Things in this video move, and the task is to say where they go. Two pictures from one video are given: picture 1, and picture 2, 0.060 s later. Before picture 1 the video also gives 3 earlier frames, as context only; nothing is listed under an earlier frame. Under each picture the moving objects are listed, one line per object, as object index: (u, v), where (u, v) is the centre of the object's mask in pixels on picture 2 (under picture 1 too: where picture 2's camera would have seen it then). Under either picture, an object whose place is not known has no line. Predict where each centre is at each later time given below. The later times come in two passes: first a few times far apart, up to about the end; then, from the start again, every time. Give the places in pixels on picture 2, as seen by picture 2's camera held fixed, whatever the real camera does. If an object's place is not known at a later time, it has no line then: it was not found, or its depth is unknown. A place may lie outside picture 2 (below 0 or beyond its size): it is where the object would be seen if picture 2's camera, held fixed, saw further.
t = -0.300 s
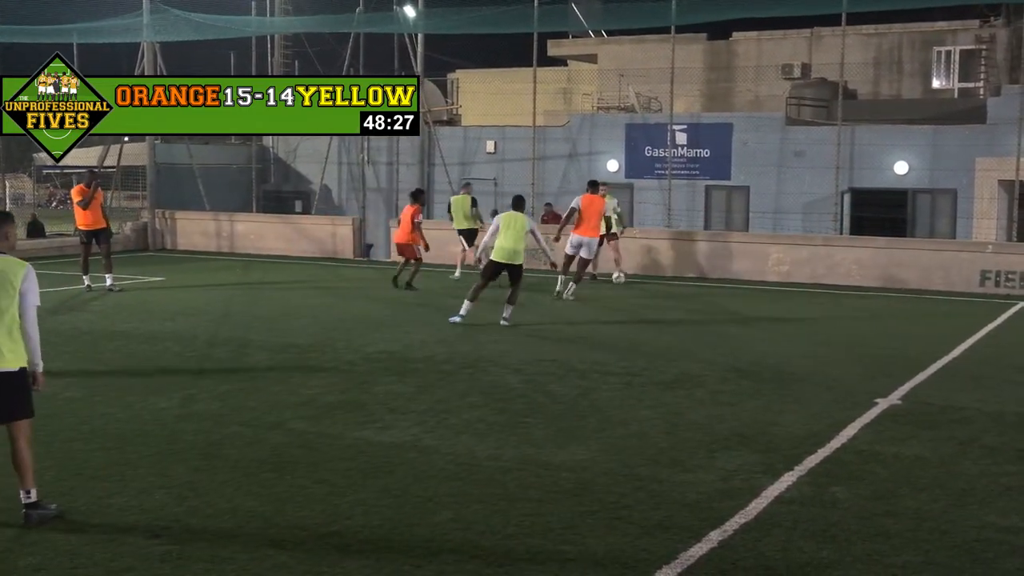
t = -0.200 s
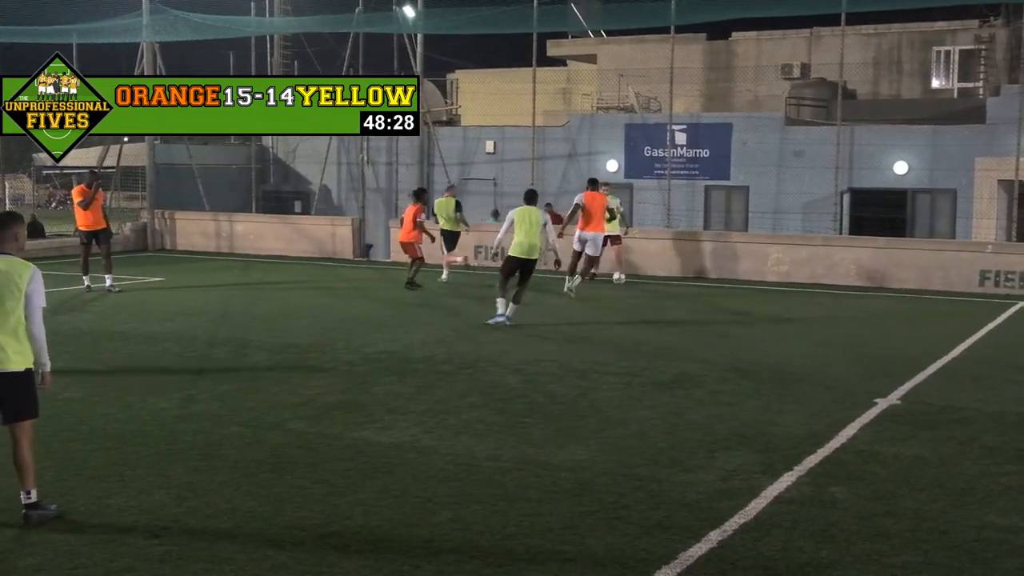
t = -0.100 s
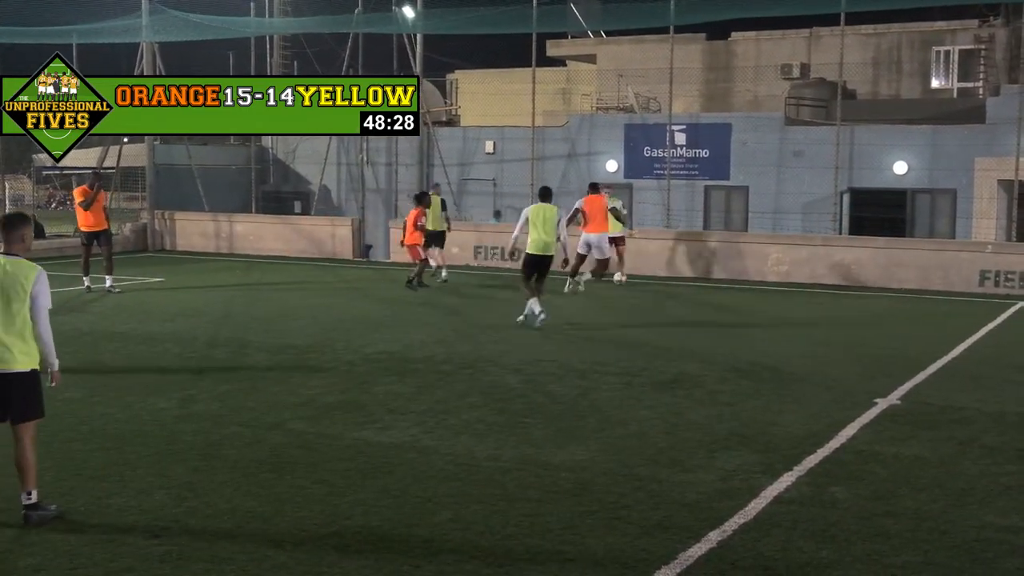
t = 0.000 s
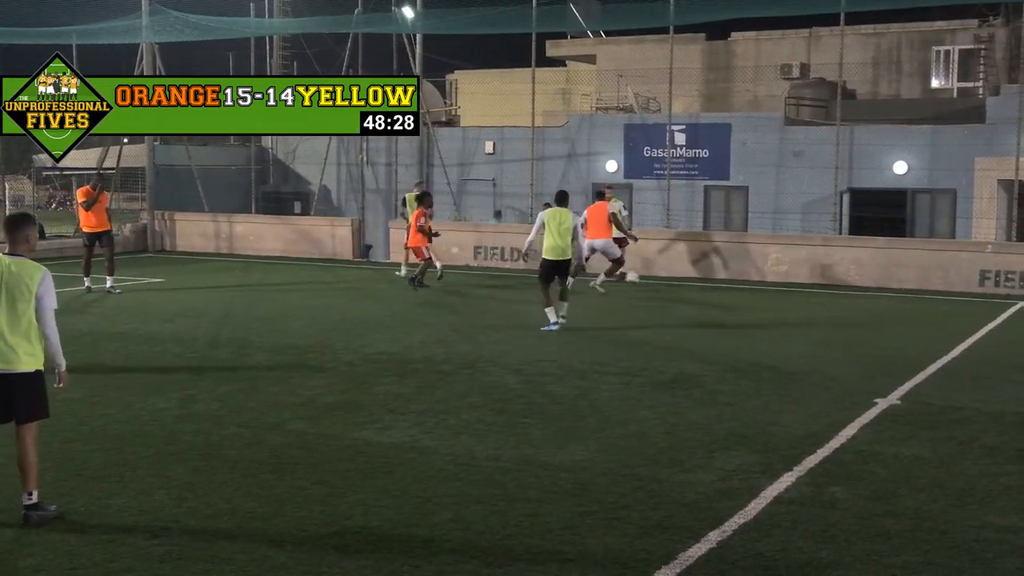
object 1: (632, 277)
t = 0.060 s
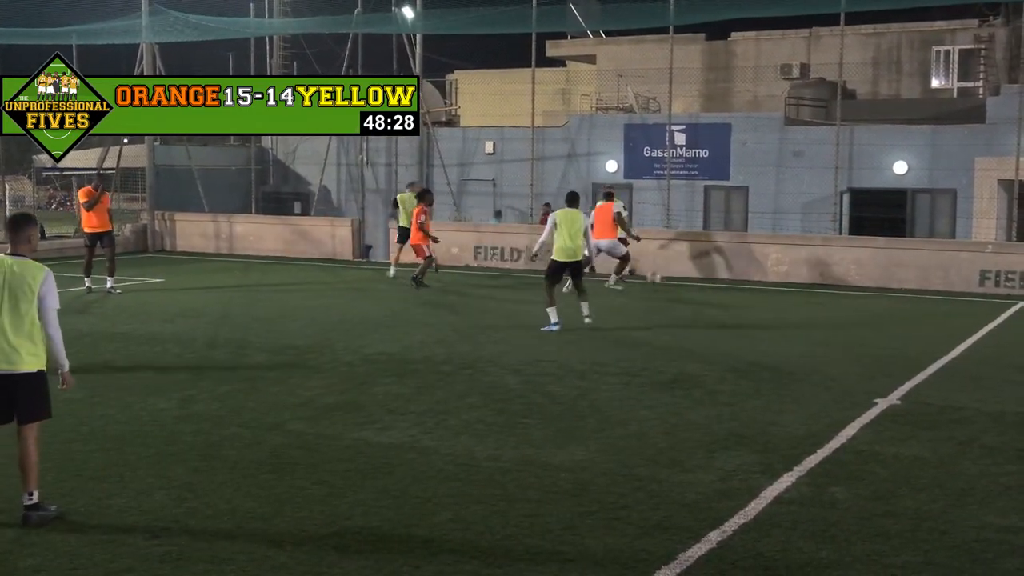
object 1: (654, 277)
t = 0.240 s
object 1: (724, 292)
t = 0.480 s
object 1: (821, 304)
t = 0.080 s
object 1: (661, 278)
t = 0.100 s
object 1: (668, 279)
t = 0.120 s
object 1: (675, 280)
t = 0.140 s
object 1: (683, 281)
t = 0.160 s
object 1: (691, 282)
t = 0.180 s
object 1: (699, 284)
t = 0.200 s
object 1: (707, 287)
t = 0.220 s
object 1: (715, 289)
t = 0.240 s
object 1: (724, 292)
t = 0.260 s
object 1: (732, 295)
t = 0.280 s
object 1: (740, 297)
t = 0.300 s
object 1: (748, 297)
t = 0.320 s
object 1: (755, 297)
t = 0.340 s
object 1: (763, 297)
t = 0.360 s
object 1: (772, 297)
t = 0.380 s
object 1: (780, 298)
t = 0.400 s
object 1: (787, 298)
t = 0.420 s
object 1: (796, 299)
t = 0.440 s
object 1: (803, 301)
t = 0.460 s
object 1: (812, 302)
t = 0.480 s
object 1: (821, 304)
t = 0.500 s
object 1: (829, 307)
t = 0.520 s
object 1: (838, 311)
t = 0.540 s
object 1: (846, 312)
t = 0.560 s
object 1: (854, 311)
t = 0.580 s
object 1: (862, 311)
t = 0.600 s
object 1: (870, 312)
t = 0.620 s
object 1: (878, 312)
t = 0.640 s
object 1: (887, 313)
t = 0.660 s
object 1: (895, 314)
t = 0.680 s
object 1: (904, 315)
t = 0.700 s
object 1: (912, 317)
